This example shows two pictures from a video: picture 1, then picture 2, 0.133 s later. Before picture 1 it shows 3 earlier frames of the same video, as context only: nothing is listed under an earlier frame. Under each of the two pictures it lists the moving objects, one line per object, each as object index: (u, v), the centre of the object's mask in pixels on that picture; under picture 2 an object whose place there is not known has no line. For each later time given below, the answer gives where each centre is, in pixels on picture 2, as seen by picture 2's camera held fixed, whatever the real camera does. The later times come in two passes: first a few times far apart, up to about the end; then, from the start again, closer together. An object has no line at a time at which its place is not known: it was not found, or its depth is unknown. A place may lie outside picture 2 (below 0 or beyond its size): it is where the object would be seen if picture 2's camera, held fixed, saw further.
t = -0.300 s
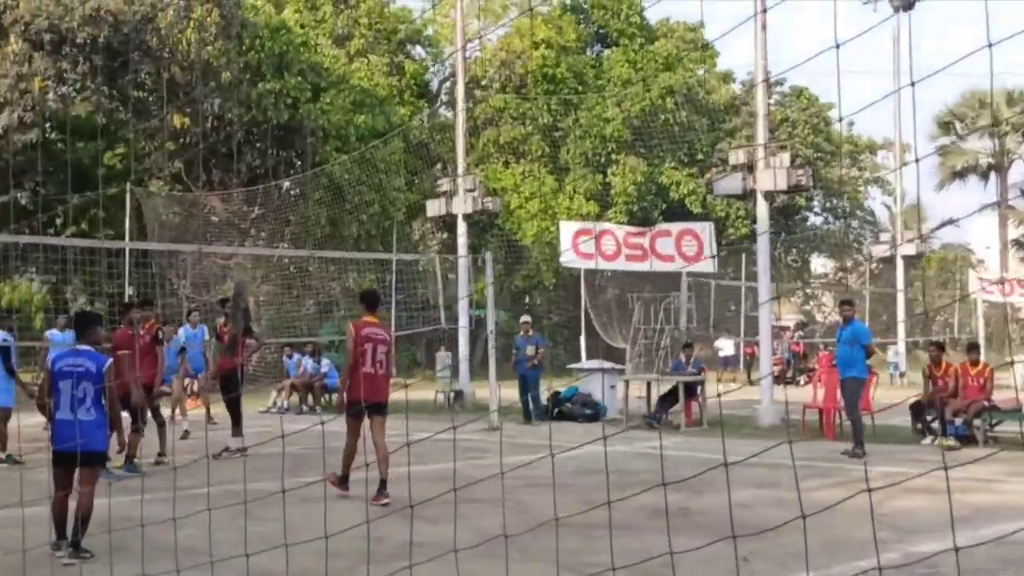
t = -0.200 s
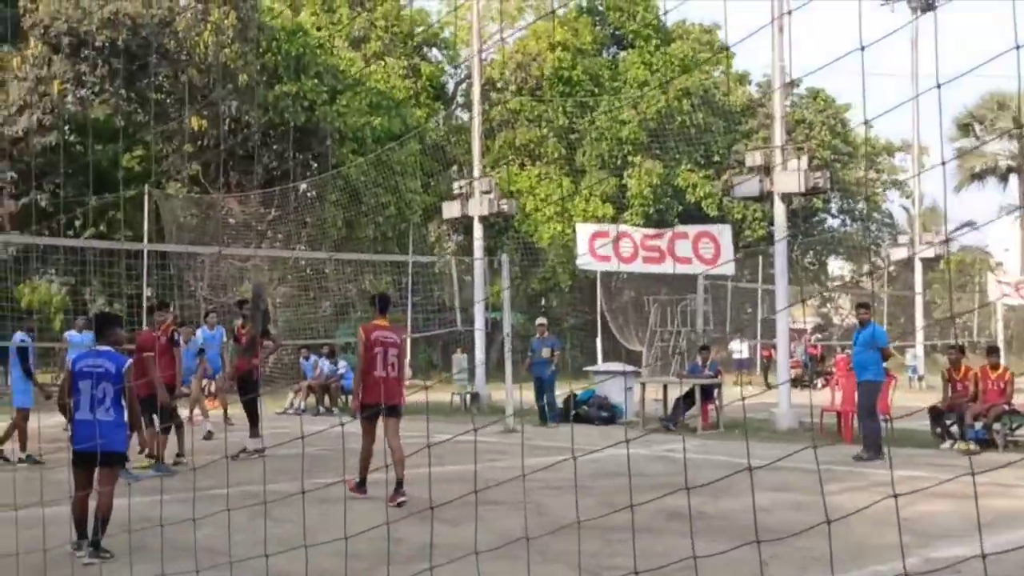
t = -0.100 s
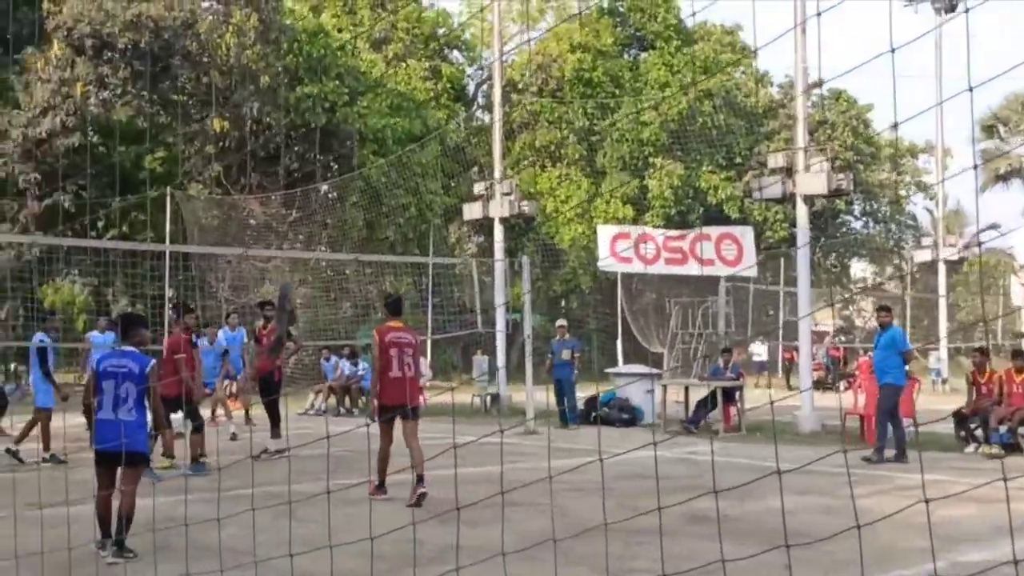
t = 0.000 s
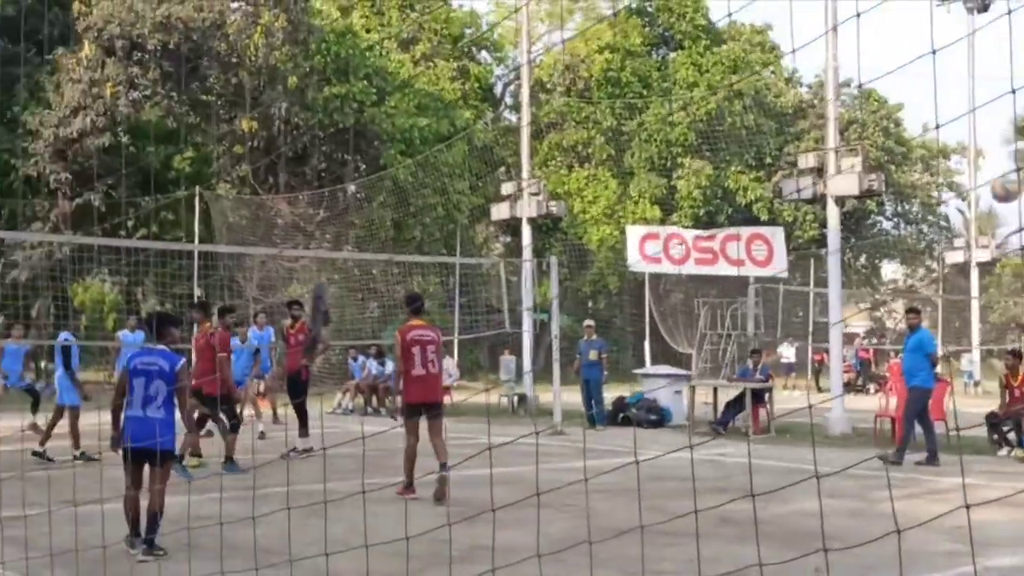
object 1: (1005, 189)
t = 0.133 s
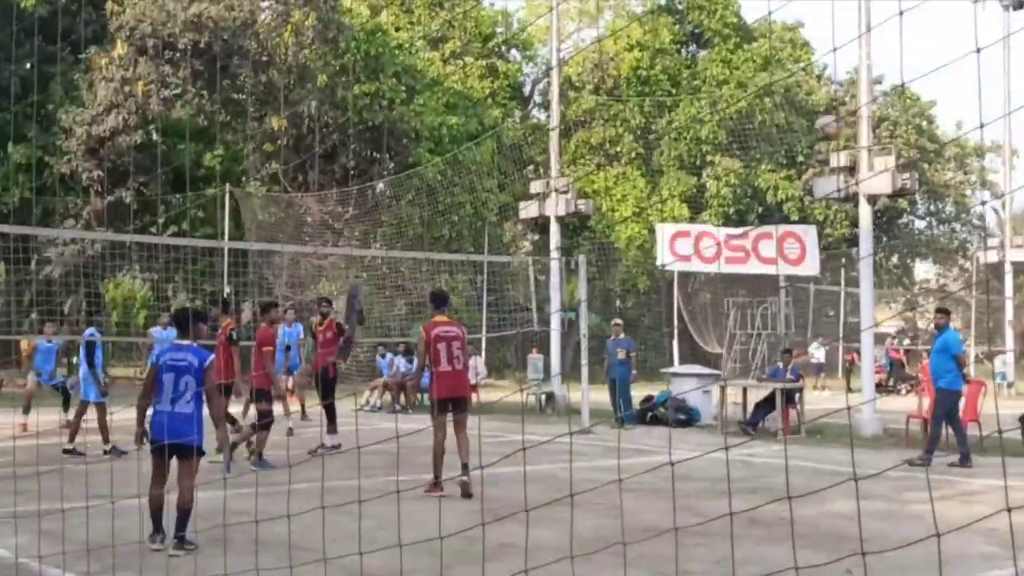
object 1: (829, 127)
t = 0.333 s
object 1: (583, 91)
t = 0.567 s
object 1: (369, 100)
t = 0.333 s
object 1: (583, 91)
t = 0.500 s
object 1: (425, 92)
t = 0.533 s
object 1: (397, 95)
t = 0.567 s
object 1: (369, 100)
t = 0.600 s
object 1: (343, 105)
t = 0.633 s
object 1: (317, 111)
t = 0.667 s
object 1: (292, 119)
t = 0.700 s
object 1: (271, 126)
